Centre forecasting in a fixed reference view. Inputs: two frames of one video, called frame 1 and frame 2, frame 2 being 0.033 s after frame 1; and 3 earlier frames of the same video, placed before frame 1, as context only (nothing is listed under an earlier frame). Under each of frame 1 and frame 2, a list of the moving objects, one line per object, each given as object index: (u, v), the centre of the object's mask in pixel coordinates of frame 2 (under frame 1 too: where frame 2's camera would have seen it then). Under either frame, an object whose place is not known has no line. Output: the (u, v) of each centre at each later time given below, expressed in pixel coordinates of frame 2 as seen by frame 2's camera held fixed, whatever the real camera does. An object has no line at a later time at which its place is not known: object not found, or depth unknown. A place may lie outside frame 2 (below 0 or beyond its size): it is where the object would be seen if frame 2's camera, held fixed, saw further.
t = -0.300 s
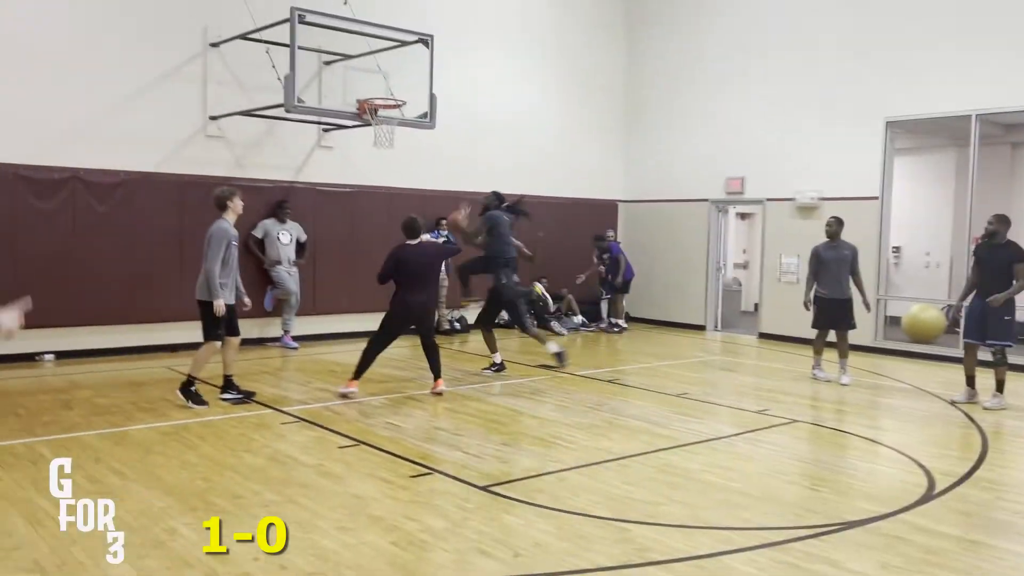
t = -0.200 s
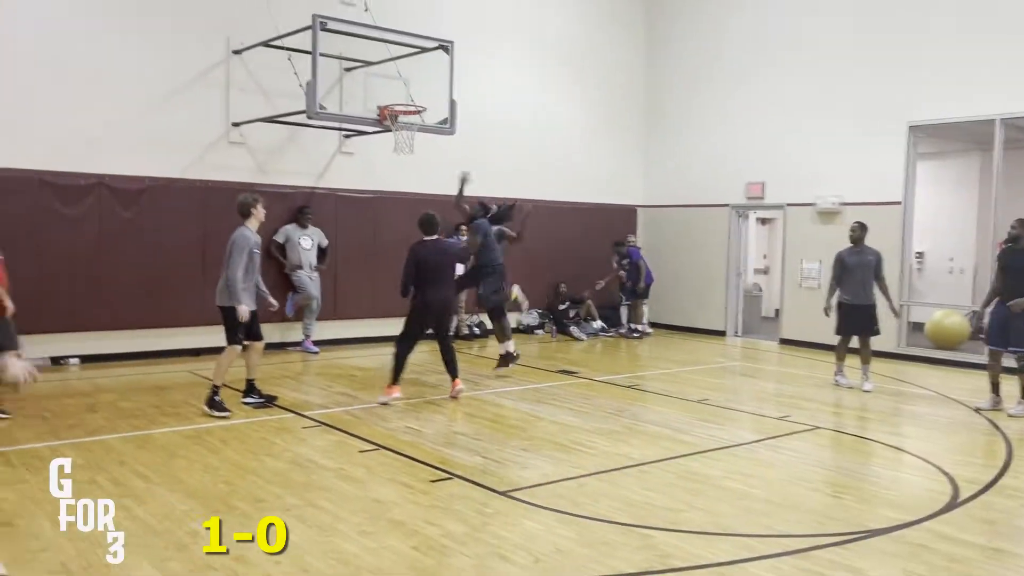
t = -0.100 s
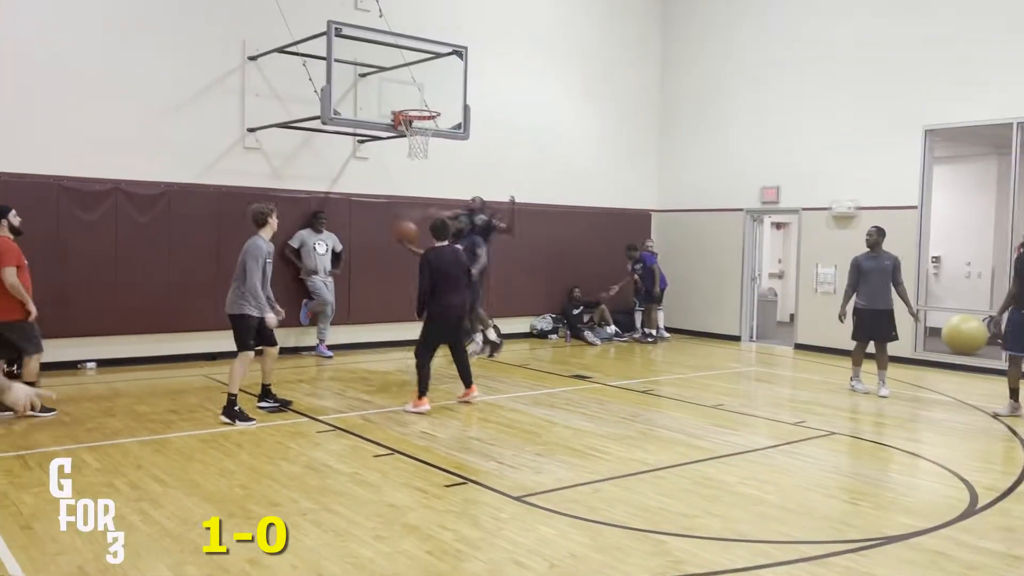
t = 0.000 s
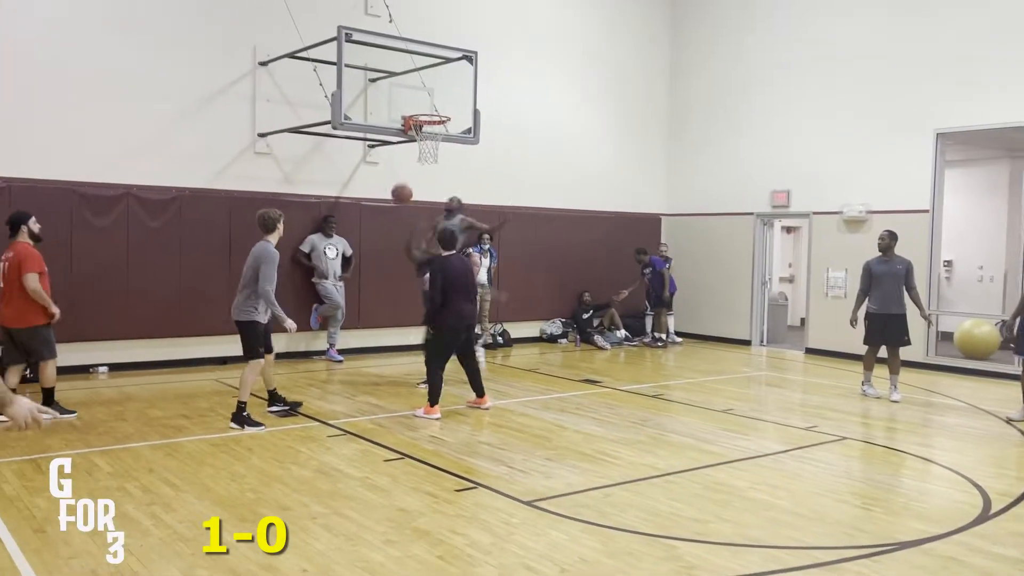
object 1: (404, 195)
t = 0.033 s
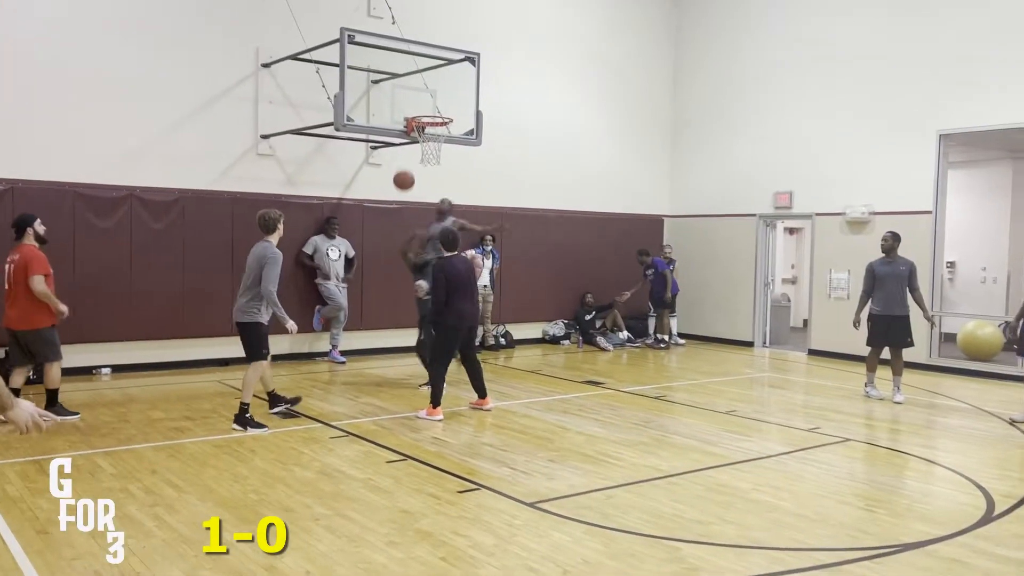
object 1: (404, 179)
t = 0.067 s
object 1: (403, 166)
